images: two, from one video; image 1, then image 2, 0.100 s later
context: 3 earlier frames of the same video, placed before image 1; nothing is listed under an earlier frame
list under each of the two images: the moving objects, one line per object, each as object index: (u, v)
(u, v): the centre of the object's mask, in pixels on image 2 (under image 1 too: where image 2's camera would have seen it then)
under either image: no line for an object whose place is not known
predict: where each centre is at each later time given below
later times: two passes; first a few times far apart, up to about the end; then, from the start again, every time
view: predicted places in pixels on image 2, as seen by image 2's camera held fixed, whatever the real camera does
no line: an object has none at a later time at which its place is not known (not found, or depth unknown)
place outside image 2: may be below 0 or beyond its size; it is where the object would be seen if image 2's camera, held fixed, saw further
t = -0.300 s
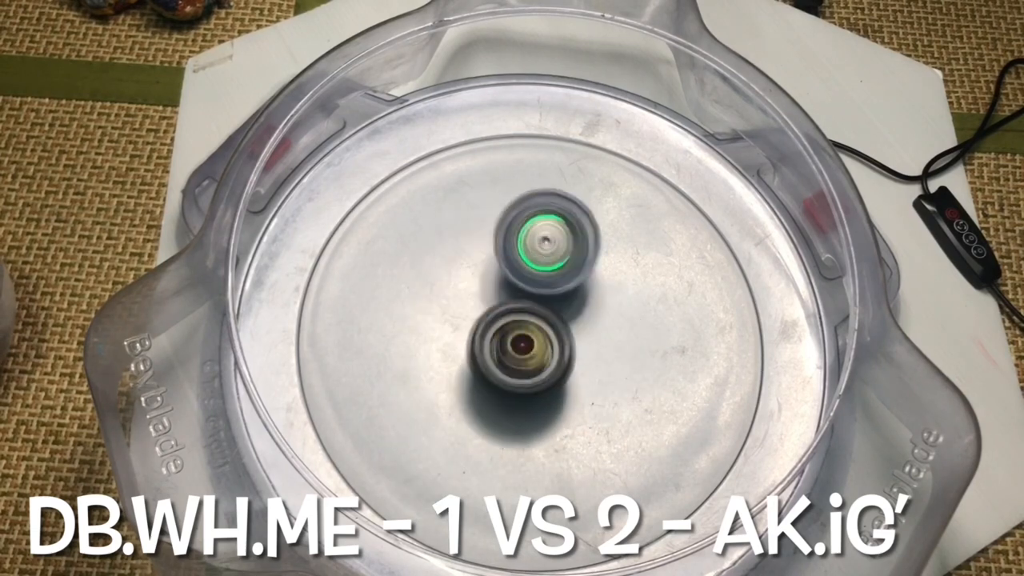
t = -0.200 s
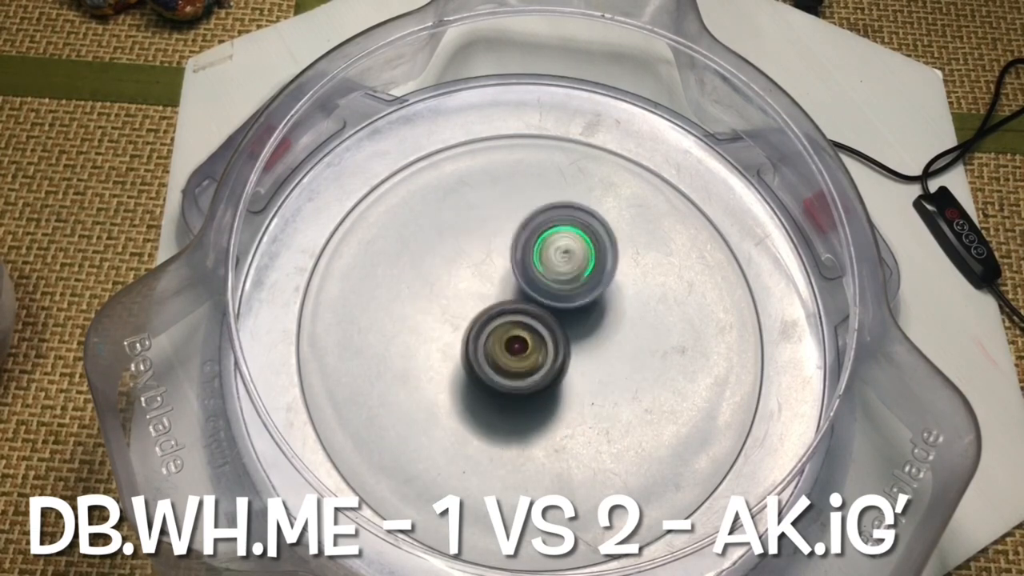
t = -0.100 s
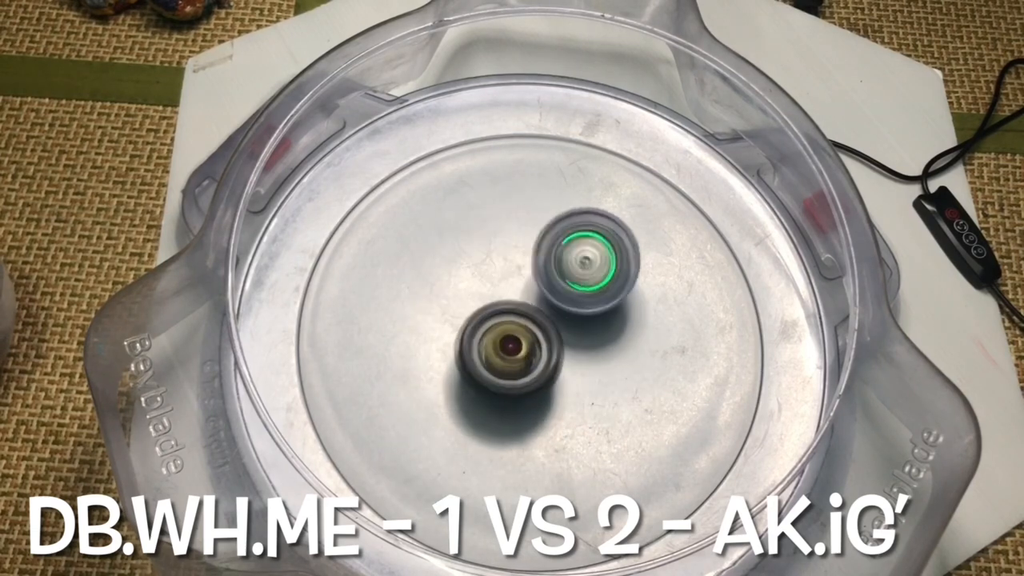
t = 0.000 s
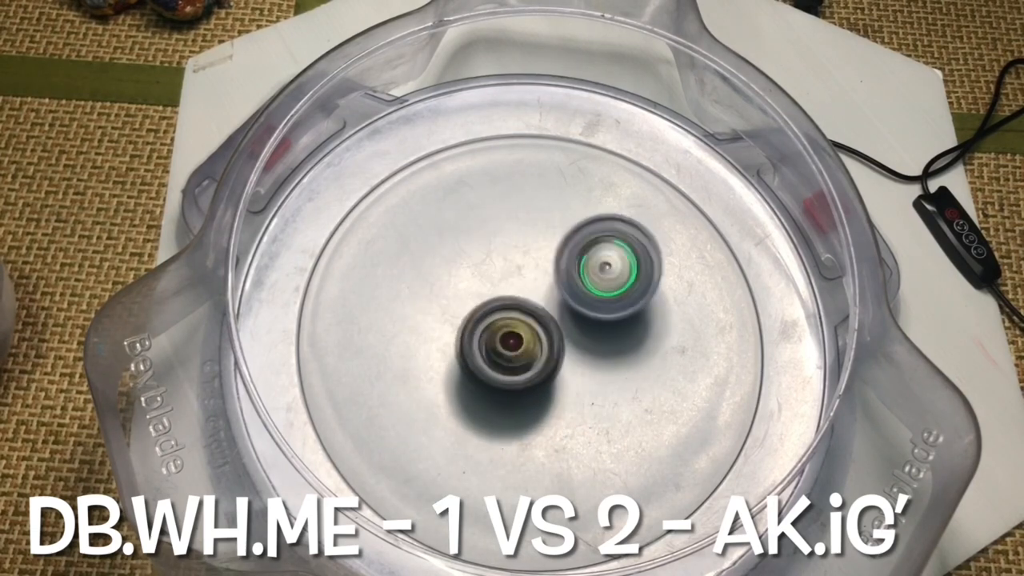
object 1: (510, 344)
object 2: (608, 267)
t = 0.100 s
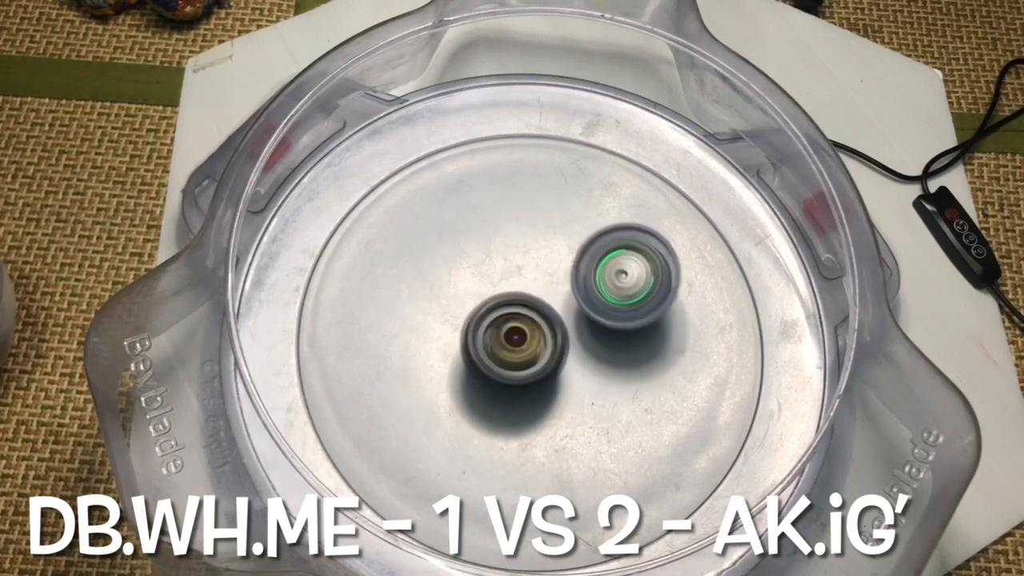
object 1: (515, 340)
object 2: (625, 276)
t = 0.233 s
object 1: (525, 337)
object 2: (628, 296)
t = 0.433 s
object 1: (507, 343)
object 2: (642, 318)
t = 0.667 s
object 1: (510, 324)
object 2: (618, 360)
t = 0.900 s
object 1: (509, 302)
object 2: (587, 397)
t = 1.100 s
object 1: (521, 283)
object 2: (548, 400)
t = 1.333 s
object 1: (545, 287)
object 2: (519, 393)
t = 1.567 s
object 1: (564, 298)
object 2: (479, 373)
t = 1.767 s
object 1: (570, 315)
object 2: (461, 339)
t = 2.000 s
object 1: (578, 332)
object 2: (457, 309)
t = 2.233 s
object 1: (581, 355)
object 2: (458, 273)
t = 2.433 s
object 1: (562, 365)
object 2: (481, 263)
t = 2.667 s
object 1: (541, 372)
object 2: (530, 260)
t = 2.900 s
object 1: (515, 380)
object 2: (575, 259)
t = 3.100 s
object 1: (500, 365)
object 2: (599, 275)
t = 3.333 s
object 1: (501, 330)
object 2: (620, 313)
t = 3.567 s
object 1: (511, 305)
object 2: (613, 354)
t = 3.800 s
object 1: (521, 286)
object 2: (583, 393)
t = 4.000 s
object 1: (532, 284)
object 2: (544, 403)
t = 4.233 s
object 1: (545, 290)
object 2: (491, 394)
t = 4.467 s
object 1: (556, 308)
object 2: (461, 360)
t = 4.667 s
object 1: (564, 324)
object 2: (450, 329)
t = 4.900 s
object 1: (573, 349)
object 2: (459, 289)
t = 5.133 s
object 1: (567, 363)
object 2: (499, 266)
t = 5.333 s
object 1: (558, 376)
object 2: (531, 249)
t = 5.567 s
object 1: (535, 379)
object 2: (556, 274)
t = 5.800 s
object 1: (513, 375)
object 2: (591, 298)
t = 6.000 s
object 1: (484, 375)
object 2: (610, 312)
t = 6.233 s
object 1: (472, 361)
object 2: (582, 337)
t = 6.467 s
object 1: (450, 342)
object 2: (586, 353)
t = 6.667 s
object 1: (453, 324)
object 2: (558, 364)
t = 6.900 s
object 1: (464, 298)
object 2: (555, 369)
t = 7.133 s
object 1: (488, 271)
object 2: (554, 373)
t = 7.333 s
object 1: (516, 263)
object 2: (550, 362)
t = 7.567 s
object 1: (542, 237)
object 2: (555, 381)
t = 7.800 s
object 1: (566, 251)
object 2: (549, 362)
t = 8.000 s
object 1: (583, 268)
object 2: (528, 360)
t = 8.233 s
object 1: (597, 291)
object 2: (505, 358)
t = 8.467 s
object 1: (605, 321)
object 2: (488, 348)
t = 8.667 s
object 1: (600, 346)
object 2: (481, 335)
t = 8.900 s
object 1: (592, 372)
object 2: (481, 300)
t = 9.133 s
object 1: (574, 384)
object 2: (491, 283)
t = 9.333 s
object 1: (554, 385)
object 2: (514, 276)
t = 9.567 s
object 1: (530, 388)
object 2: (547, 270)
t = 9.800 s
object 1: (508, 379)
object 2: (573, 288)
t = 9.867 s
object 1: (502, 378)
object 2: (582, 295)
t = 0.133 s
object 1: (517, 338)
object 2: (628, 281)
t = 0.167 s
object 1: (520, 338)
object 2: (630, 285)
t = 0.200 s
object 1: (523, 337)
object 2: (630, 290)
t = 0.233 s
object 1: (525, 337)
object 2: (628, 296)
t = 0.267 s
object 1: (522, 338)
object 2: (633, 300)
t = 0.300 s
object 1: (515, 342)
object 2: (640, 303)
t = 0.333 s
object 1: (510, 345)
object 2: (643, 307)
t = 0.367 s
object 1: (508, 345)
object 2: (643, 310)
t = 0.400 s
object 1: (507, 345)
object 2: (643, 314)
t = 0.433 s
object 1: (507, 343)
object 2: (642, 318)
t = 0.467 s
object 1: (506, 341)
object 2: (641, 322)
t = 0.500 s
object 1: (506, 338)
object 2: (639, 327)
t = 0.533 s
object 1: (506, 336)
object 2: (636, 333)
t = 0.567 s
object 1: (507, 334)
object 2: (632, 339)
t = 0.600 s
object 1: (508, 331)
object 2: (627, 346)
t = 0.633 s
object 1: (510, 328)
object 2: (621, 352)
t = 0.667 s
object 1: (510, 324)
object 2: (618, 360)
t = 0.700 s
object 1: (511, 323)
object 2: (614, 367)
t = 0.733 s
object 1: (508, 317)
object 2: (614, 376)
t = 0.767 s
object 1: (505, 313)
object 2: (612, 384)
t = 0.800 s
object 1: (505, 310)
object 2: (607, 390)
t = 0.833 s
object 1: (506, 307)
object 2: (602, 393)
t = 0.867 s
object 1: (507, 304)
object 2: (596, 396)
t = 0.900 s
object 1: (509, 302)
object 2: (587, 397)
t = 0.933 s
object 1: (511, 300)
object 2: (580, 396)
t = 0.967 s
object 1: (513, 299)
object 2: (572, 396)
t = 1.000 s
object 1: (516, 297)
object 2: (564, 393)
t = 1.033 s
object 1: (517, 294)
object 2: (558, 394)
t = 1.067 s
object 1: (518, 287)
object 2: (554, 398)
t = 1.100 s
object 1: (521, 283)
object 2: (548, 400)
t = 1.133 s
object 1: (525, 283)
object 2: (544, 401)
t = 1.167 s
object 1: (528, 282)
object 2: (540, 401)
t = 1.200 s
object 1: (532, 281)
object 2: (535, 400)
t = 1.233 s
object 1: (535, 282)
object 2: (532, 400)
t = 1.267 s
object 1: (539, 283)
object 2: (528, 398)
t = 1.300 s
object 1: (542, 285)
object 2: (524, 396)
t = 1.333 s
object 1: (545, 287)
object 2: (519, 393)
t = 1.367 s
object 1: (548, 290)
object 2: (515, 390)
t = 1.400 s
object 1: (550, 289)
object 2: (507, 389)
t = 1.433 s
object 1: (554, 288)
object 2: (500, 389)
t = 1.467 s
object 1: (557, 290)
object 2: (494, 387)
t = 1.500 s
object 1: (560, 292)
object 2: (488, 383)
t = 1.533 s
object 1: (562, 295)
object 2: (483, 378)
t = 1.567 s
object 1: (564, 298)
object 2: (479, 373)
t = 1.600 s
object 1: (565, 300)
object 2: (475, 366)
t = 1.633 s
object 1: (566, 304)
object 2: (473, 360)
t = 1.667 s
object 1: (567, 306)
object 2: (469, 355)
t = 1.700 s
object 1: (568, 310)
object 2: (465, 350)
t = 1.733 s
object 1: (569, 312)
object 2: (462, 344)
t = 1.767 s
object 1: (570, 315)
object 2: (461, 339)
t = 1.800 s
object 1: (573, 316)
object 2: (459, 334)
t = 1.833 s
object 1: (577, 318)
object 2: (455, 329)
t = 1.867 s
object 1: (578, 321)
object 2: (453, 324)
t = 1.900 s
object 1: (579, 324)
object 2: (453, 319)
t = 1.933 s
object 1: (579, 327)
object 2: (453, 315)
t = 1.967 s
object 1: (579, 329)
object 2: (454, 312)
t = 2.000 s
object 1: (578, 332)
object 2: (457, 309)
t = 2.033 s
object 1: (577, 334)
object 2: (459, 306)
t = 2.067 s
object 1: (575, 337)
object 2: (462, 303)
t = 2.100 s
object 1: (573, 339)
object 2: (465, 300)
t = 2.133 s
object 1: (571, 342)
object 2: (469, 296)
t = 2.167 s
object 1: (577, 348)
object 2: (464, 288)
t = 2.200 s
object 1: (581, 353)
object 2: (460, 280)
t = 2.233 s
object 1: (581, 355)
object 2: (458, 273)
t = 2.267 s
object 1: (579, 359)
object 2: (456, 268)
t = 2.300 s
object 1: (577, 361)
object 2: (457, 263)
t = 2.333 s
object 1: (573, 363)
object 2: (461, 261)
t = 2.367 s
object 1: (570, 363)
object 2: (468, 261)
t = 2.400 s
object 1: (566, 364)
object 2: (474, 262)
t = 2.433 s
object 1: (562, 365)
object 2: (481, 263)
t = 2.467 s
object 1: (558, 366)
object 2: (489, 264)
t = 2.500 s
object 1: (555, 365)
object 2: (498, 267)
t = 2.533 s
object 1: (551, 366)
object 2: (505, 268)
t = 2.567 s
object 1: (550, 371)
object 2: (511, 263)
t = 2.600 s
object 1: (547, 372)
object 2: (517, 260)
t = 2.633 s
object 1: (544, 373)
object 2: (523, 259)
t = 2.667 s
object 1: (541, 372)
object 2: (530, 260)
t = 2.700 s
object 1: (537, 372)
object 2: (536, 262)
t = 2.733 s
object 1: (535, 371)
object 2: (542, 265)
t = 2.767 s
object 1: (531, 374)
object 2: (550, 264)
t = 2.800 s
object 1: (527, 379)
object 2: (557, 259)
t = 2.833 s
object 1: (523, 380)
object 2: (564, 258)
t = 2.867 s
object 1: (519, 380)
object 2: (570, 258)
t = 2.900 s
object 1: (515, 380)
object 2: (575, 259)
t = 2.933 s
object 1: (512, 379)
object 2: (580, 261)
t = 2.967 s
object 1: (509, 377)
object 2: (584, 263)
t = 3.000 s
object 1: (506, 375)
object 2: (588, 265)
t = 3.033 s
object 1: (503, 372)
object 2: (592, 268)
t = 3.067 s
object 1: (502, 369)
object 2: (595, 272)
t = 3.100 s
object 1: (500, 365)
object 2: (599, 275)
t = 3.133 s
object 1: (499, 360)
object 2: (601, 279)
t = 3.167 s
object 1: (499, 355)
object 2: (604, 283)
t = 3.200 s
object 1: (499, 350)
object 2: (607, 289)
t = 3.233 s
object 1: (501, 344)
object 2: (608, 295)
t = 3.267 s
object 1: (502, 340)
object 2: (609, 301)
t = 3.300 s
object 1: (504, 335)
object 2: (611, 307)
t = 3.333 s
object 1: (501, 330)
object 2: (620, 313)
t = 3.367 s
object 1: (502, 326)
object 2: (623, 320)
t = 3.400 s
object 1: (503, 322)
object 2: (624, 326)
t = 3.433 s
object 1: (504, 318)
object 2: (623, 332)
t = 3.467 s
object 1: (506, 315)
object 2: (621, 338)
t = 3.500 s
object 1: (508, 312)
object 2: (618, 343)
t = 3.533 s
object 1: (510, 308)
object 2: (615, 348)
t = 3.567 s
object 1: (511, 305)
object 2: (613, 354)
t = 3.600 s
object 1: (513, 303)
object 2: (610, 359)
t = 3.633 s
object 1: (515, 300)
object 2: (605, 364)
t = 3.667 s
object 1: (517, 297)
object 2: (601, 369)
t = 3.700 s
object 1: (517, 293)
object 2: (598, 378)
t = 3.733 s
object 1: (518, 290)
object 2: (593, 384)
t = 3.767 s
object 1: (520, 288)
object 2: (588, 388)
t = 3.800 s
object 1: (521, 286)
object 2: (583, 393)
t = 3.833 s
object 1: (523, 285)
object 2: (577, 396)
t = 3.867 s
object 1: (524, 284)
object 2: (570, 399)
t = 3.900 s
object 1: (526, 283)
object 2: (564, 400)
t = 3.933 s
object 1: (528, 283)
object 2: (558, 402)
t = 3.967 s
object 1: (530, 284)
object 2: (551, 402)
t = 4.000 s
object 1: (532, 284)
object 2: (544, 403)
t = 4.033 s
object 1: (533, 285)
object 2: (537, 402)
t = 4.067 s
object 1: (535, 287)
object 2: (530, 400)
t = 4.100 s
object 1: (537, 290)
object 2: (522, 398)
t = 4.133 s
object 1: (538, 292)
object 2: (515, 395)
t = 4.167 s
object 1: (540, 293)
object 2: (507, 393)
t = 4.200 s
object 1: (543, 290)
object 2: (498, 396)
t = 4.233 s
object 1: (545, 290)
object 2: (491, 394)
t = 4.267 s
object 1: (547, 292)
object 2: (484, 390)
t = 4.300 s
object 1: (549, 293)
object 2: (478, 387)
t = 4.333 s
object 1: (551, 296)
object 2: (474, 383)
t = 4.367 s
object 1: (553, 298)
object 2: (470, 378)
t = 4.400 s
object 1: (554, 301)
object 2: (467, 373)
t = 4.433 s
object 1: (554, 305)
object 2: (464, 367)
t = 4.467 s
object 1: (556, 308)
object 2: (461, 360)
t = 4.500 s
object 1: (559, 308)
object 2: (454, 355)
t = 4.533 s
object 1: (561, 311)
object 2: (450, 350)
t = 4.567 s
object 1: (562, 314)
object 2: (449, 344)
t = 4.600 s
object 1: (563, 317)
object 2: (449, 338)
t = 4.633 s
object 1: (563, 320)
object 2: (449, 334)
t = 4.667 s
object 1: (564, 324)
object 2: (450, 329)
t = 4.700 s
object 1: (564, 326)
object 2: (452, 324)
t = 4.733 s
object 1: (564, 329)
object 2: (454, 318)
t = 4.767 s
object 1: (568, 333)
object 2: (452, 311)
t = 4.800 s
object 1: (572, 337)
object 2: (451, 305)
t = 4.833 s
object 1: (572, 342)
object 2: (452, 299)
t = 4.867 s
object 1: (573, 345)
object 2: (455, 294)
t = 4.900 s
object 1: (573, 349)
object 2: (459, 289)
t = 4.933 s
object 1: (573, 352)
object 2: (463, 285)
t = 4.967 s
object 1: (573, 354)
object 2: (467, 282)
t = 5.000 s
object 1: (572, 357)
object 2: (472, 278)
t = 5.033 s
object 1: (571, 359)
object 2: (478, 275)
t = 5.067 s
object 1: (570, 361)
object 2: (484, 271)
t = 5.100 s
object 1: (569, 362)
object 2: (491, 268)
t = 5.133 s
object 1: (567, 363)
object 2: (499, 266)
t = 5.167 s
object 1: (565, 364)
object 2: (507, 265)
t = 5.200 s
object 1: (564, 365)
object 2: (514, 265)
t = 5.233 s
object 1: (561, 366)
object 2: (521, 265)
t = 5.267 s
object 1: (561, 371)
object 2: (527, 261)
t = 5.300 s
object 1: (560, 375)
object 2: (529, 254)
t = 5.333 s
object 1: (558, 376)
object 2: (531, 249)
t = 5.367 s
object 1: (555, 377)
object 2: (534, 245)
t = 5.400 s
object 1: (552, 378)
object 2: (536, 246)
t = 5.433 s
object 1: (549, 379)
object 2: (539, 248)
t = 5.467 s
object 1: (546, 379)
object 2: (542, 253)
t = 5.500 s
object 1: (543, 379)
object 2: (546, 259)
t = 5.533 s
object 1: (539, 378)
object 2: (550, 267)
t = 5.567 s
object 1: (535, 379)
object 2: (556, 274)
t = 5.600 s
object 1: (532, 379)
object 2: (563, 277)
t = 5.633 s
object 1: (529, 378)
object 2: (570, 280)
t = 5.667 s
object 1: (524, 380)
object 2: (578, 282)
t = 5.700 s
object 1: (520, 379)
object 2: (583, 285)
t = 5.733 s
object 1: (518, 378)
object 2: (587, 289)
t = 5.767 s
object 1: (515, 376)
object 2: (589, 293)
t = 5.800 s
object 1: (513, 375)
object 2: (591, 298)
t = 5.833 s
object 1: (511, 374)
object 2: (592, 303)
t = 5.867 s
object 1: (503, 377)
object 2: (601, 303)
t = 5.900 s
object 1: (496, 378)
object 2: (607, 304)
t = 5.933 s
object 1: (491, 377)
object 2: (610, 306)
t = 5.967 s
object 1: (487, 377)
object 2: (611, 309)
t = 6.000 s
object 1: (484, 375)
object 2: (610, 312)
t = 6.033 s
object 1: (481, 374)
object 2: (608, 316)
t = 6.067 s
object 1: (479, 372)
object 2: (606, 319)
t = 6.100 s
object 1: (476, 371)
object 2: (602, 322)
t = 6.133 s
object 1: (475, 368)
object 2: (598, 325)
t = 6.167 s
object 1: (473, 367)
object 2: (593, 329)
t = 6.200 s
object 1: (472, 364)
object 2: (588, 333)
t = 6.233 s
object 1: (472, 361)
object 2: (582, 337)
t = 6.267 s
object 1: (469, 360)
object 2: (582, 341)
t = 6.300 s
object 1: (469, 357)
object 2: (581, 343)
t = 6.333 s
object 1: (464, 355)
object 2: (582, 347)
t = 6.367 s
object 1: (455, 353)
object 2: (588, 348)
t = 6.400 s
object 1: (453, 349)
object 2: (590, 349)
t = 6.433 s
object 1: (451, 345)
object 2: (589, 351)
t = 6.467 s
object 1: (450, 342)
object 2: (586, 353)
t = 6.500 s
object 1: (449, 338)
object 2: (582, 355)
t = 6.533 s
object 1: (449, 335)
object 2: (578, 357)
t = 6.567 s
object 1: (449, 332)
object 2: (573, 359)
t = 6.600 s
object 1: (450, 329)
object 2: (568, 361)
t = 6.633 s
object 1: (452, 327)
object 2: (563, 363)
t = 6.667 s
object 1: (453, 324)
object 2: (558, 364)
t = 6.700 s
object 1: (453, 320)
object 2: (555, 367)
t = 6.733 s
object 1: (454, 316)
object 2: (553, 370)
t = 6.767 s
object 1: (455, 312)
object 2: (552, 371)
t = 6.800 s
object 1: (457, 309)
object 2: (552, 370)
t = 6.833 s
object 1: (459, 305)
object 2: (553, 369)
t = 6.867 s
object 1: (461, 301)
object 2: (555, 369)
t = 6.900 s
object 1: (464, 298)
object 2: (555, 369)
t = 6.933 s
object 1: (468, 297)
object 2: (553, 368)
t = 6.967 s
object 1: (471, 293)
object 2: (551, 368)
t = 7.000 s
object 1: (475, 289)
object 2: (550, 369)
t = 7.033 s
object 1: (477, 283)
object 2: (552, 372)
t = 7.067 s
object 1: (480, 279)
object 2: (553, 373)
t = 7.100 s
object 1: (484, 275)
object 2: (554, 373)
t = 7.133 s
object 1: (488, 271)
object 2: (554, 373)
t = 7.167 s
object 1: (493, 269)
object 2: (554, 372)
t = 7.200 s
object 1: (498, 267)
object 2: (554, 371)
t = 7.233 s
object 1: (502, 265)
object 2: (554, 368)
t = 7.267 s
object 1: (507, 265)
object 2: (553, 365)
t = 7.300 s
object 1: (512, 264)
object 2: (551, 362)
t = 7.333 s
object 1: (516, 263)
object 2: (550, 362)
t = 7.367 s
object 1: (517, 250)
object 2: (552, 372)
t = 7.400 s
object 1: (519, 245)
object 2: (554, 378)
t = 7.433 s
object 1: (524, 243)
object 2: (555, 381)
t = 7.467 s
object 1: (529, 240)
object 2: (556, 383)
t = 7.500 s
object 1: (533, 239)
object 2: (556, 384)
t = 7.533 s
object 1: (538, 238)
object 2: (556, 383)
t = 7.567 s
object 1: (542, 237)
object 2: (555, 381)
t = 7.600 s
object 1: (545, 237)
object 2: (554, 379)
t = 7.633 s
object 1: (549, 238)
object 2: (553, 377)
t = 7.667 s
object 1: (552, 239)
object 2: (553, 374)
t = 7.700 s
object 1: (556, 241)
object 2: (552, 371)
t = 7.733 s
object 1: (559, 244)
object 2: (552, 368)
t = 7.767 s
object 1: (562, 247)
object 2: (551, 366)
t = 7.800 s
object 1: (566, 251)
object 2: (549, 362)
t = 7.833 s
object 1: (569, 256)
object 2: (547, 358)
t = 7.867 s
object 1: (571, 259)
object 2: (544, 358)
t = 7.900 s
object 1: (575, 257)
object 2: (539, 362)
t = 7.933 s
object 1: (578, 259)
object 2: (535, 363)
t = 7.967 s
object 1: (580, 264)
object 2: (532, 361)
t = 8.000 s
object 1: (583, 268)
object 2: (528, 360)
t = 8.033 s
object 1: (584, 273)
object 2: (526, 359)
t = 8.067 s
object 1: (586, 277)
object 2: (523, 357)
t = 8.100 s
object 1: (589, 277)
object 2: (516, 359)
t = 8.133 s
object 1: (592, 280)
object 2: (512, 359)
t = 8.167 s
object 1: (595, 283)
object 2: (508, 359)
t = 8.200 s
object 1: (596, 287)
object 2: (506, 359)
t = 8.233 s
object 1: (597, 291)
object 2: (505, 358)
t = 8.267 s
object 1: (598, 295)
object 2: (504, 358)
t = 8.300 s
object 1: (598, 300)
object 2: (504, 357)
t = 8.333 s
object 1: (599, 305)
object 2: (503, 356)
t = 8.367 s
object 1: (599, 310)
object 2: (501, 355)
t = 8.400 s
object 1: (600, 313)
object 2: (498, 353)
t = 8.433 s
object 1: (603, 316)
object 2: (492, 351)
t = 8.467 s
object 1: (605, 321)
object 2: (488, 348)
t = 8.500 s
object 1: (605, 326)
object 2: (485, 345)
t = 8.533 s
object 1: (605, 330)
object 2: (483, 343)
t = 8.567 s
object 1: (604, 335)
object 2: (482, 341)
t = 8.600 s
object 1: (603, 340)
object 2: (481, 339)
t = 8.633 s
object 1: (602, 343)
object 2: (481, 337)
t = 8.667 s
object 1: (600, 346)
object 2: (481, 335)
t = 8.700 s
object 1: (598, 350)
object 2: (481, 332)
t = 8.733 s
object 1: (596, 355)
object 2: (482, 329)
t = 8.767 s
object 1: (593, 358)
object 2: (484, 326)
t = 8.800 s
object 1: (591, 362)
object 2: (485, 322)
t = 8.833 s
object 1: (590, 365)
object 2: (485, 315)
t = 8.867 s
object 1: (593, 369)
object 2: (481, 307)
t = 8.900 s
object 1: (592, 372)
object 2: (481, 300)
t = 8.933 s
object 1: (590, 375)
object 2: (481, 295)
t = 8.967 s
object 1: (588, 378)
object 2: (481, 291)
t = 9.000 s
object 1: (585, 381)
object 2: (482, 288)
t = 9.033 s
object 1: (582, 383)
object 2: (483, 286)
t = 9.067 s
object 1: (579, 383)
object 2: (486, 284)
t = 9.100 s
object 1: (576, 384)
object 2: (488, 283)
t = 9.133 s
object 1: (574, 384)
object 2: (491, 283)
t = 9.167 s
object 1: (570, 385)
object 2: (494, 282)
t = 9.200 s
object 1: (565, 385)
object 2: (498, 282)
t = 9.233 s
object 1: (560, 384)
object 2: (502, 281)
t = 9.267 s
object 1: (557, 383)
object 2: (507, 282)
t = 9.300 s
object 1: (554, 382)
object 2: (511, 281)
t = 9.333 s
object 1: (554, 385)
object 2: (514, 276)
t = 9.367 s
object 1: (551, 386)
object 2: (519, 274)
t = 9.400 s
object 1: (547, 385)
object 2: (523, 274)
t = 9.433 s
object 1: (543, 385)
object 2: (527, 274)
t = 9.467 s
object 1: (538, 383)
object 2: (532, 275)
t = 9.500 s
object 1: (536, 383)
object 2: (536, 275)
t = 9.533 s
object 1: (534, 388)
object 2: (542, 271)
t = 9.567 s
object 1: (530, 388)
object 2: (547, 270)
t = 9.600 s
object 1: (524, 388)
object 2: (552, 271)
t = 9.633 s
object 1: (522, 387)
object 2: (557, 272)
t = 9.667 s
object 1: (519, 385)
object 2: (561, 274)
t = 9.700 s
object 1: (517, 384)
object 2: (565, 277)
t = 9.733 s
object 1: (514, 382)
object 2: (567, 280)
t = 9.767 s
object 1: (511, 382)
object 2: (570, 284)
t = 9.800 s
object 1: (508, 379)
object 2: (573, 288)
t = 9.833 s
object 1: (506, 376)
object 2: (576, 293)
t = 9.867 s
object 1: (502, 378)
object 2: (582, 295)
